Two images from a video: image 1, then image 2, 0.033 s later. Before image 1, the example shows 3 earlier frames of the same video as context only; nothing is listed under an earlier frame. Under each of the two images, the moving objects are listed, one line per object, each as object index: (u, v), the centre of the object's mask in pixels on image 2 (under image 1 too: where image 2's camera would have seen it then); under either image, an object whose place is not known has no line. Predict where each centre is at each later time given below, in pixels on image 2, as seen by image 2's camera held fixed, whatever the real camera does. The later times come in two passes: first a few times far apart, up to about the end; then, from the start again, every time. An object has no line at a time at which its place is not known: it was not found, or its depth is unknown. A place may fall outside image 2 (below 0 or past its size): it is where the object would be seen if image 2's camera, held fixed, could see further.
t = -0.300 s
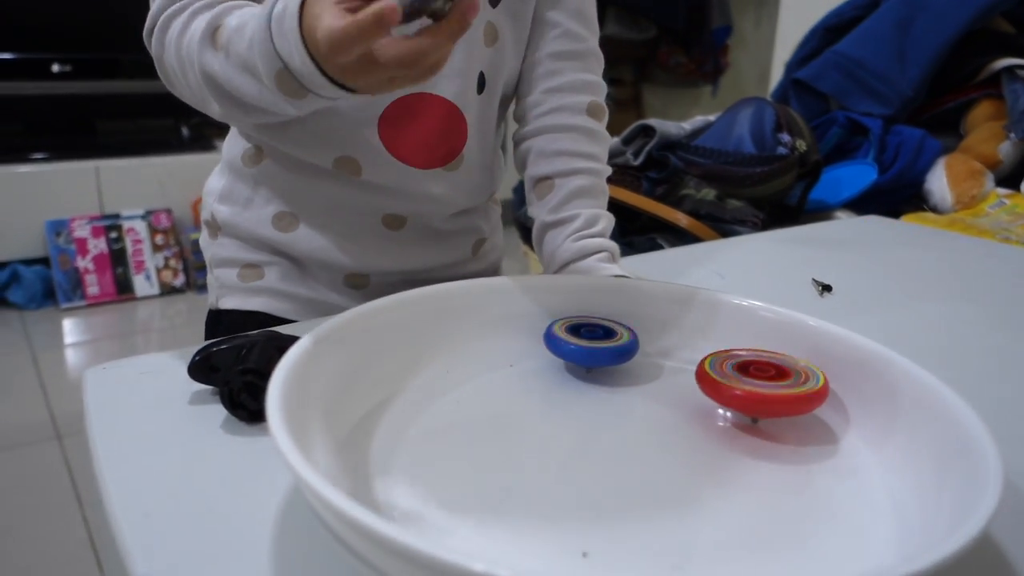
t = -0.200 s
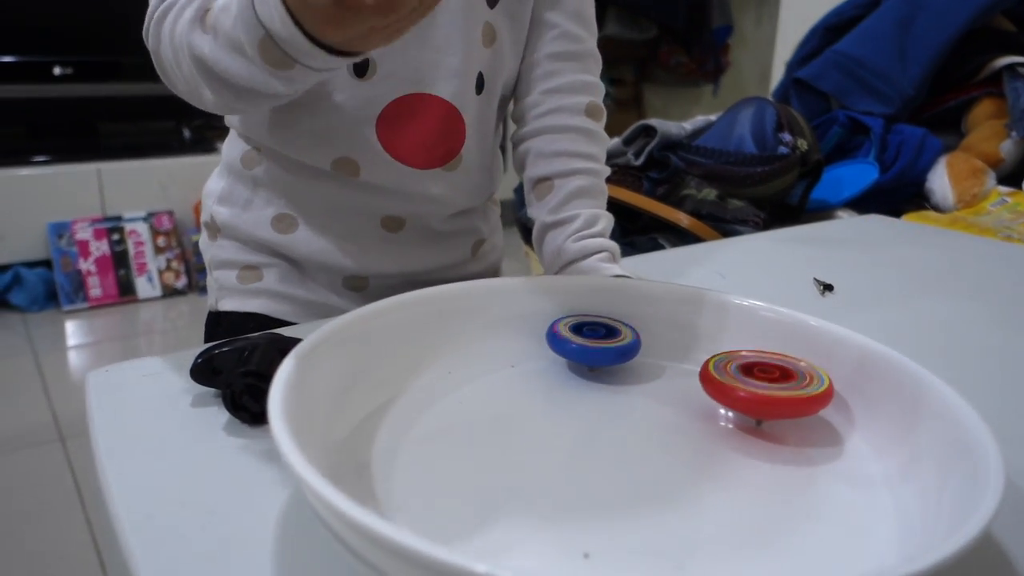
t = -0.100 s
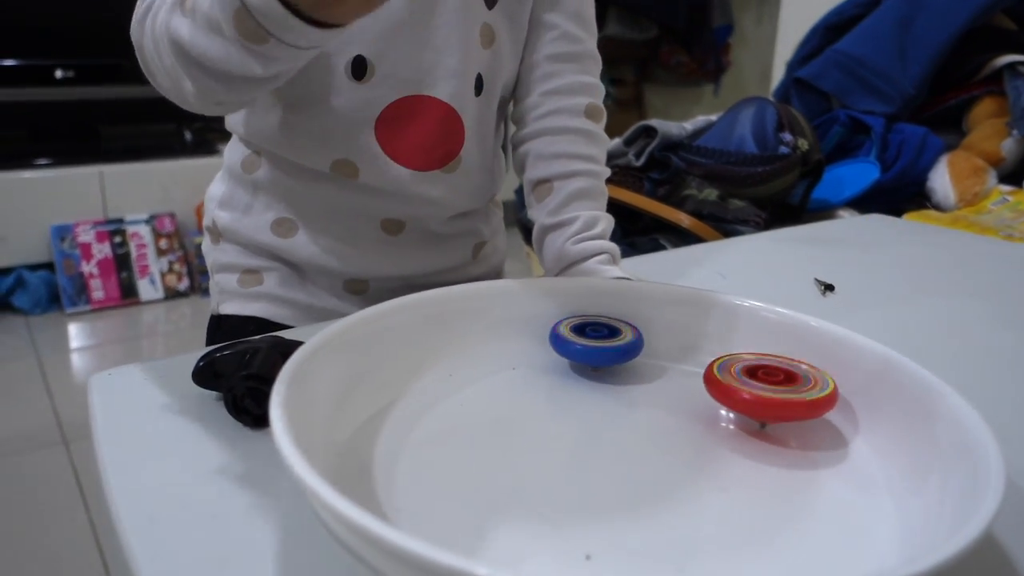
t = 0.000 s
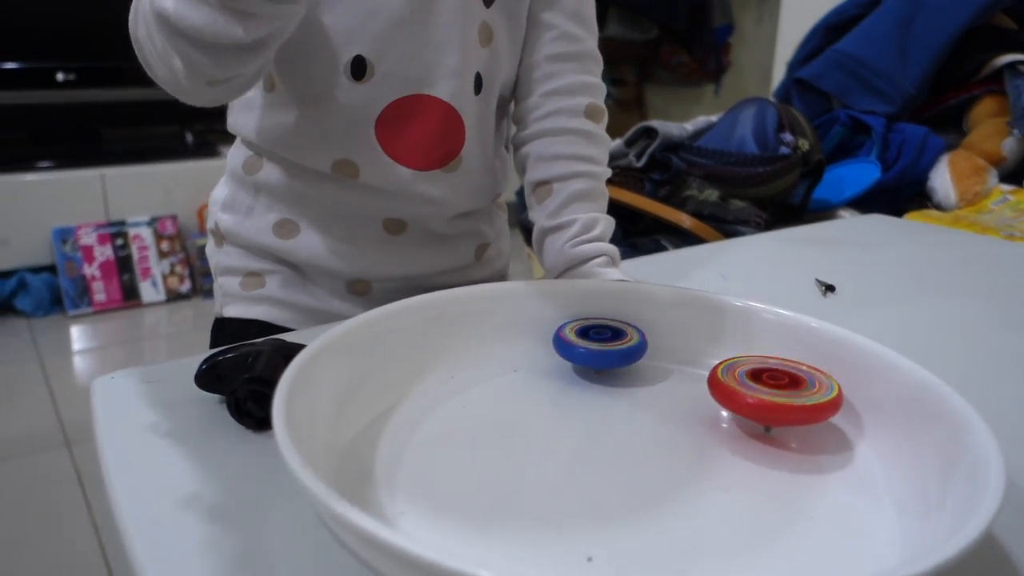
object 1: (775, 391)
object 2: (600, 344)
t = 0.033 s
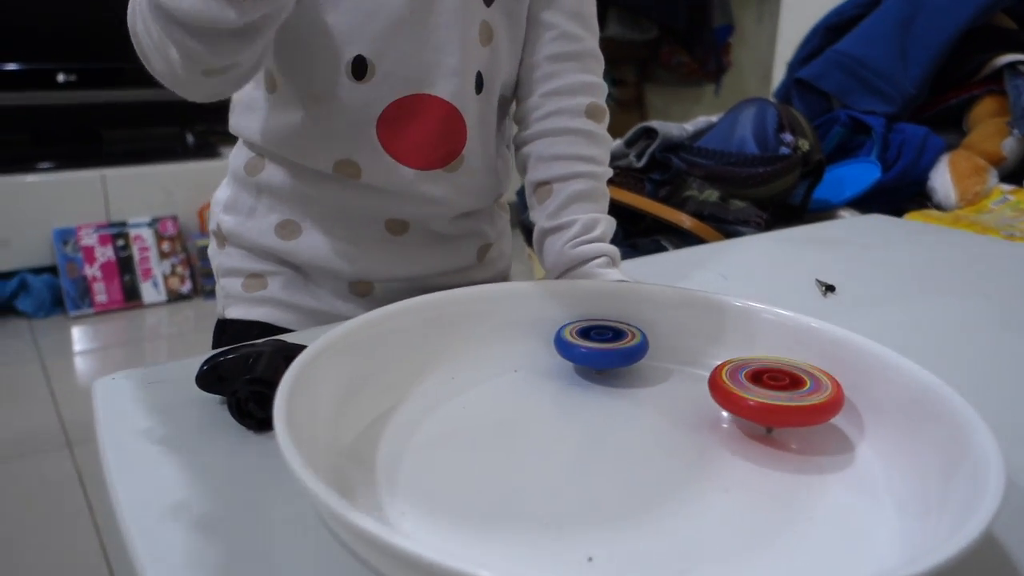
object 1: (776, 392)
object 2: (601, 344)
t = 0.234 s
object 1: (783, 395)
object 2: (609, 346)
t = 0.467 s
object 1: (792, 398)
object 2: (616, 350)
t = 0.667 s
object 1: (801, 400)
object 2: (623, 351)
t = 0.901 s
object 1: (813, 403)
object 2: (629, 351)
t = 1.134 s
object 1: (823, 406)
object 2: (635, 350)
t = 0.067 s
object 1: (778, 393)
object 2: (602, 344)
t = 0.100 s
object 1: (779, 392)
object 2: (603, 344)
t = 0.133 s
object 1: (779, 393)
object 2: (604, 345)
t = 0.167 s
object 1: (781, 394)
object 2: (606, 346)
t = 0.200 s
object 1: (782, 394)
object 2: (607, 346)
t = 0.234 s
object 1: (783, 395)
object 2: (609, 346)
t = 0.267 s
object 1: (785, 395)
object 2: (610, 347)
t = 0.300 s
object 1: (786, 395)
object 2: (611, 348)
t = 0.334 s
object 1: (786, 396)
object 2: (612, 348)
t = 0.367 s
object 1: (788, 397)
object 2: (613, 349)
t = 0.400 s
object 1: (790, 397)
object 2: (615, 349)
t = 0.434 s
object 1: (790, 397)
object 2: (616, 349)
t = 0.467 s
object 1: (792, 398)
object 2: (616, 350)
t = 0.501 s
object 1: (794, 398)
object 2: (618, 350)
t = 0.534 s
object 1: (794, 398)
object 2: (619, 351)
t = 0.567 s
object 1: (796, 399)
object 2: (620, 351)
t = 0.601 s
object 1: (798, 399)
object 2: (621, 351)
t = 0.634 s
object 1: (799, 400)
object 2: (622, 351)
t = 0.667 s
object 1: (801, 400)
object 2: (623, 351)
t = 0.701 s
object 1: (802, 400)
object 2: (624, 351)
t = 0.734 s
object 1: (803, 401)
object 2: (625, 351)
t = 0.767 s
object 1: (805, 401)
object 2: (626, 351)
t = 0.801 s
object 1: (807, 401)
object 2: (626, 351)
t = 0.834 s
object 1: (808, 402)
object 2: (627, 351)
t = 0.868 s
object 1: (810, 402)
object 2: (628, 352)
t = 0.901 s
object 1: (813, 403)
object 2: (629, 351)
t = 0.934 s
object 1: (814, 403)
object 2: (629, 351)
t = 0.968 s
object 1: (816, 404)
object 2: (630, 351)
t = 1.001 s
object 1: (819, 404)
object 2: (631, 351)
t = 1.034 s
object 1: (820, 405)
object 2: (632, 351)
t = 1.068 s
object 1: (823, 405)
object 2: (633, 351)
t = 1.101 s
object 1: (823, 405)
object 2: (634, 350)
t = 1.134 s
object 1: (823, 406)
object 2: (635, 350)
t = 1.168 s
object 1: (824, 406)
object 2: (636, 349)
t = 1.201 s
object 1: (825, 407)
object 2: (637, 349)
